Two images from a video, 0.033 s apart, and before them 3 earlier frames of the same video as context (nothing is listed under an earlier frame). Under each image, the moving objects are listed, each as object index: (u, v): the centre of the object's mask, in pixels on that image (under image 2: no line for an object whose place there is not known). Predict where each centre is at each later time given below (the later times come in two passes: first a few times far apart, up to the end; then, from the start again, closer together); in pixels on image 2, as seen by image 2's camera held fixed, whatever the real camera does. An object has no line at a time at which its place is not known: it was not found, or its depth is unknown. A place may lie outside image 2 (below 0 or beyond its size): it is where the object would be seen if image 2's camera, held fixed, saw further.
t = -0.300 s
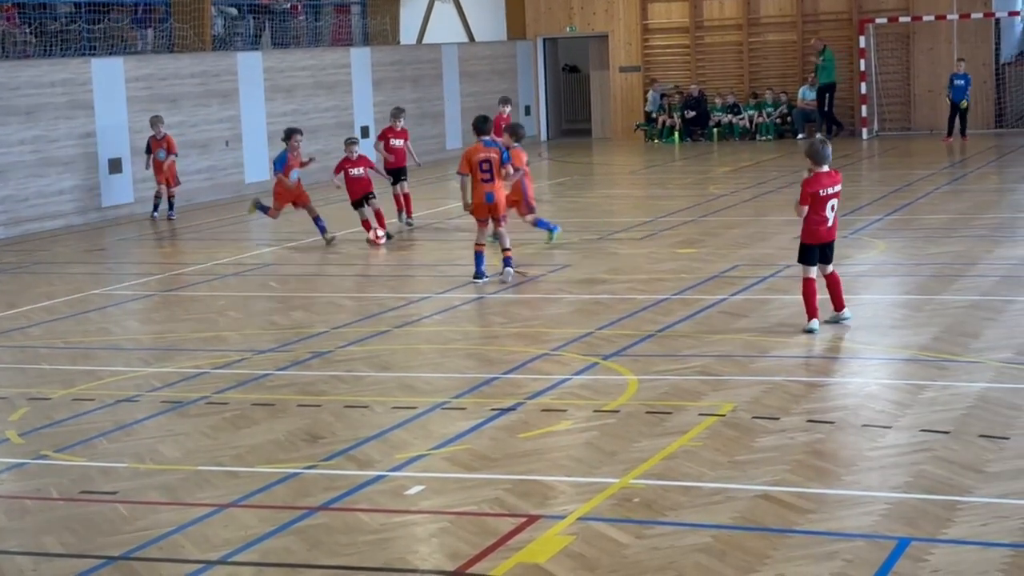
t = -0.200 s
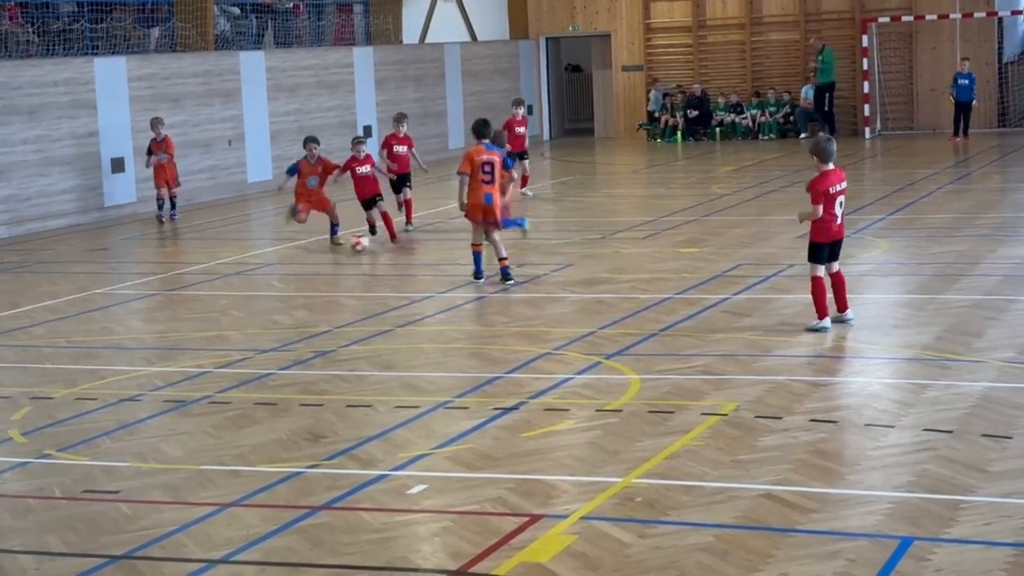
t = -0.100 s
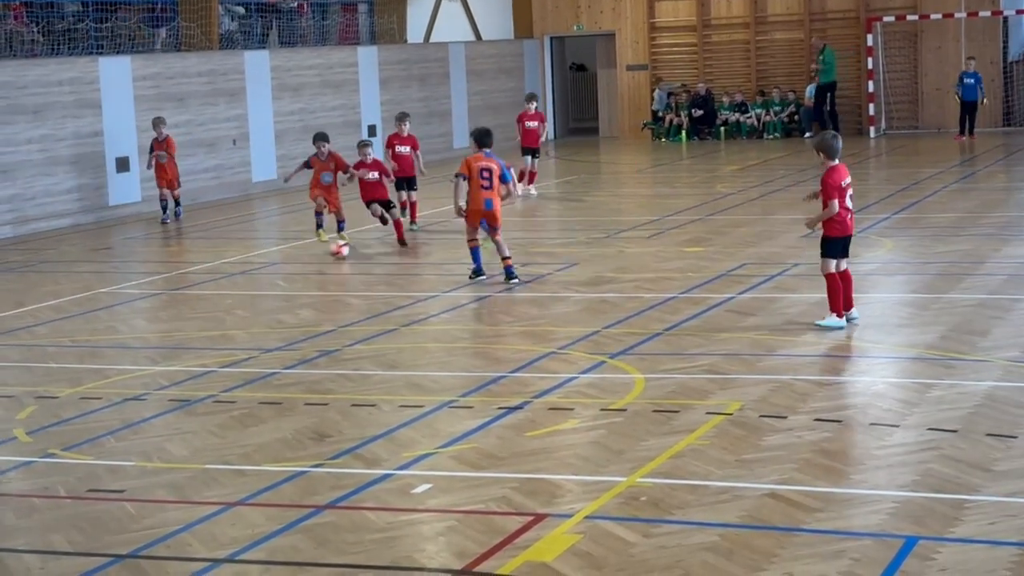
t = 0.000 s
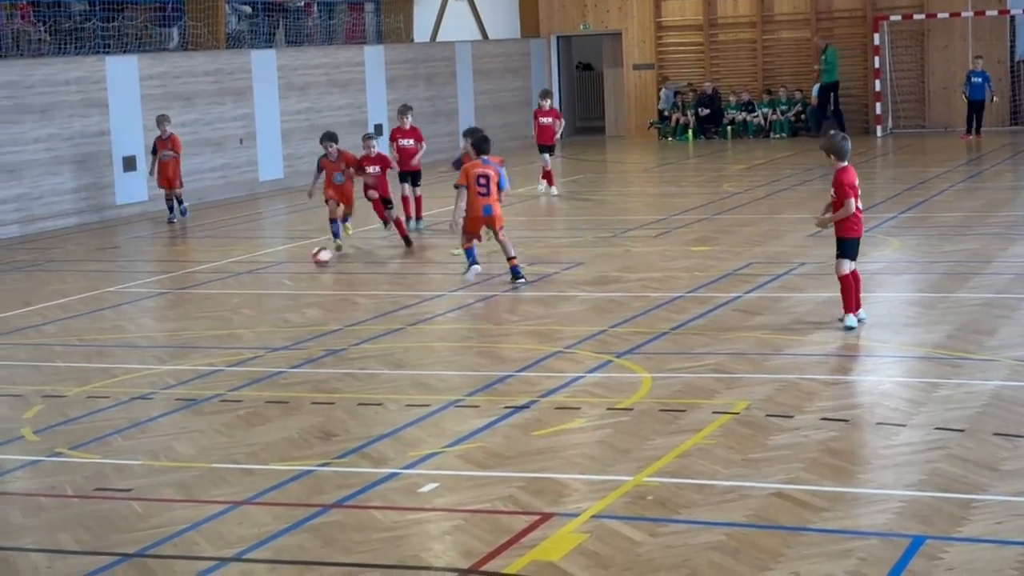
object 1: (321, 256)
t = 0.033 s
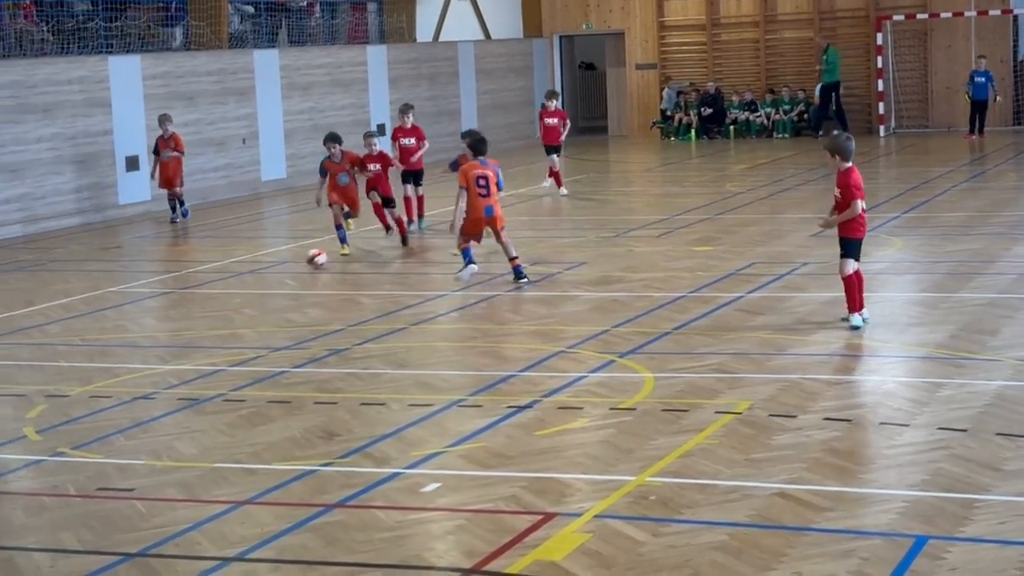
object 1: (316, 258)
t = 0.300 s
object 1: (258, 277)
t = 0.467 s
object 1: (221, 289)
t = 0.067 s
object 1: (309, 262)
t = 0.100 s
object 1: (301, 263)
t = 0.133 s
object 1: (293, 265)
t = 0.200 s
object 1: (280, 270)
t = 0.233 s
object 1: (273, 272)
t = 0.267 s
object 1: (266, 276)
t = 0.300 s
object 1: (258, 277)
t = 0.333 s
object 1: (251, 280)
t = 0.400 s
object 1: (236, 284)
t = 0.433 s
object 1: (229, 287)
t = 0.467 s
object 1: (221, 289)
